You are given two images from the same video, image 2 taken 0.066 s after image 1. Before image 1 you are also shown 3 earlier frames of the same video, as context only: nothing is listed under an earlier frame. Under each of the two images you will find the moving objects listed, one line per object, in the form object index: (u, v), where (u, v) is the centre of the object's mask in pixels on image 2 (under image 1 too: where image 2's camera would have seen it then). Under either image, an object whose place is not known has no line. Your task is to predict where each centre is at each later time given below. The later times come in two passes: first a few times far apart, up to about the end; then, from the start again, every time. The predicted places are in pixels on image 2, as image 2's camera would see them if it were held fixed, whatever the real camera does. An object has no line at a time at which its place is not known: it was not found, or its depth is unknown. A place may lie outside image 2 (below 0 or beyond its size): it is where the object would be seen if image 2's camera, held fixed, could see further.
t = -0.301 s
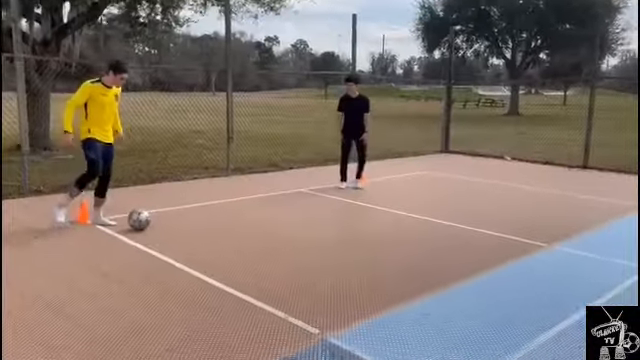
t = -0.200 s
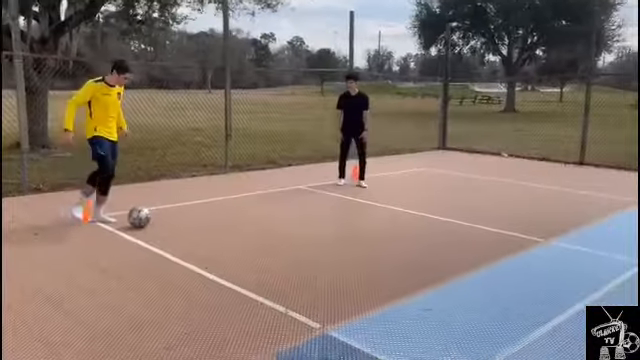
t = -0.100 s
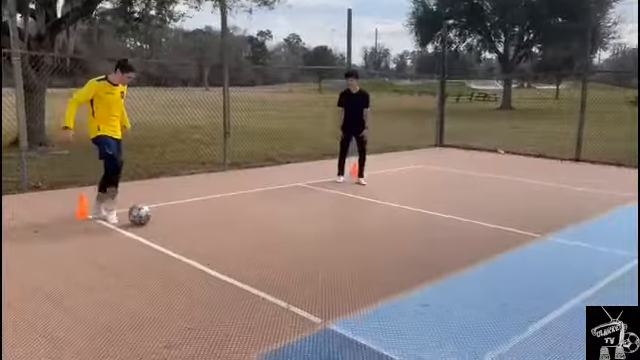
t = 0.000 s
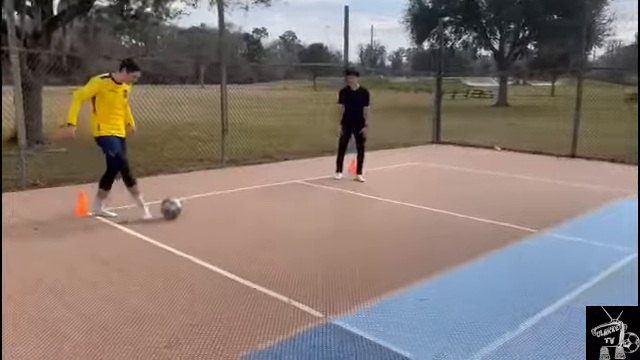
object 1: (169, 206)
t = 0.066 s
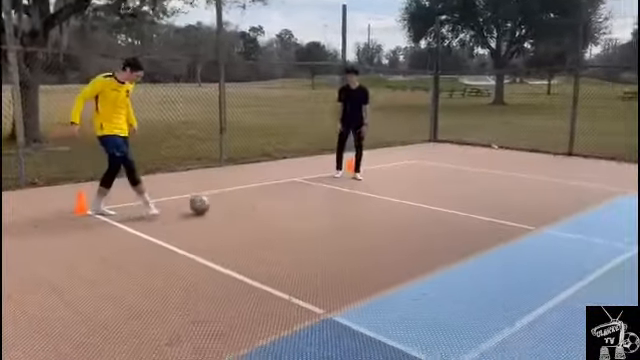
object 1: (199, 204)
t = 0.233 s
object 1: (254, 199)
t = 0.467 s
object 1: (312, 193)
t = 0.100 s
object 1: (211, 202)
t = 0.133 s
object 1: (224, 201)
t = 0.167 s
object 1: (235, 202)
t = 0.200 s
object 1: (245, 200)
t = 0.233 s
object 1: (254, 199)
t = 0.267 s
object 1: (263, 198)
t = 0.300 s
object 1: (272, 197)
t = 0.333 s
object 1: (280, 196)
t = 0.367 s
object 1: (288, 195)
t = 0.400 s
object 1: (297, 195)
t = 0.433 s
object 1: (304, 195)
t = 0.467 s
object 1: (312, 193)
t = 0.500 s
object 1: (320, 193)
